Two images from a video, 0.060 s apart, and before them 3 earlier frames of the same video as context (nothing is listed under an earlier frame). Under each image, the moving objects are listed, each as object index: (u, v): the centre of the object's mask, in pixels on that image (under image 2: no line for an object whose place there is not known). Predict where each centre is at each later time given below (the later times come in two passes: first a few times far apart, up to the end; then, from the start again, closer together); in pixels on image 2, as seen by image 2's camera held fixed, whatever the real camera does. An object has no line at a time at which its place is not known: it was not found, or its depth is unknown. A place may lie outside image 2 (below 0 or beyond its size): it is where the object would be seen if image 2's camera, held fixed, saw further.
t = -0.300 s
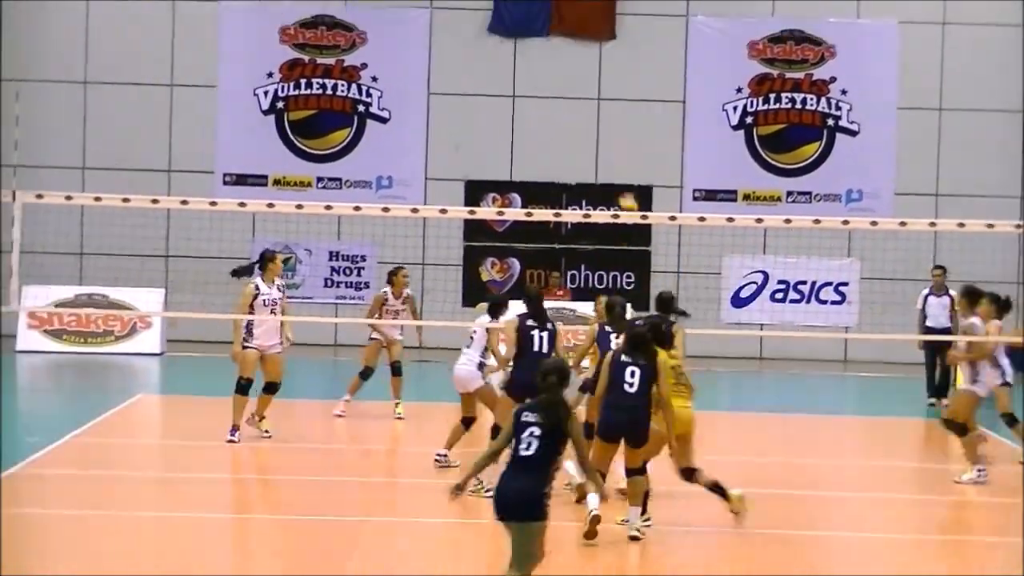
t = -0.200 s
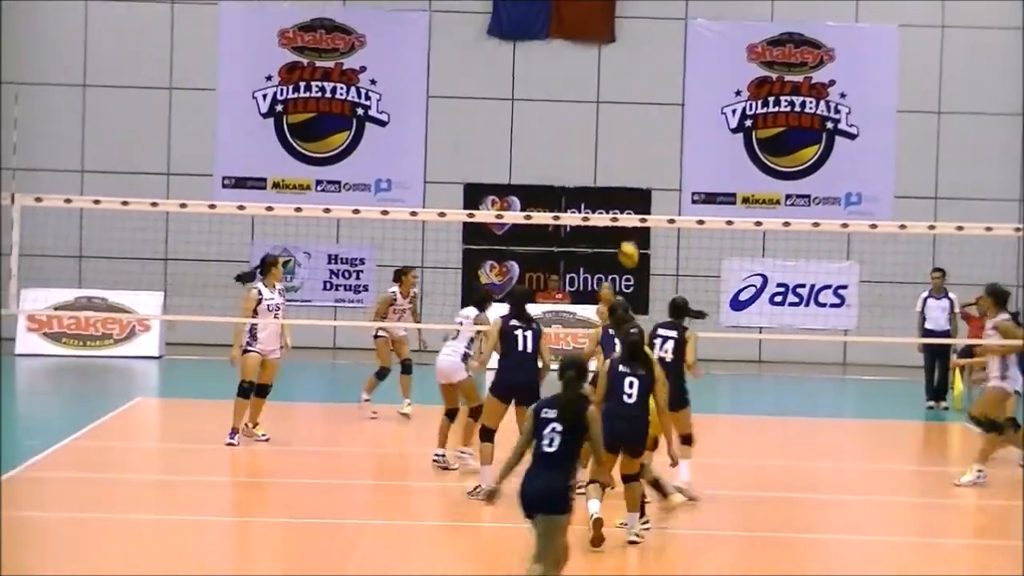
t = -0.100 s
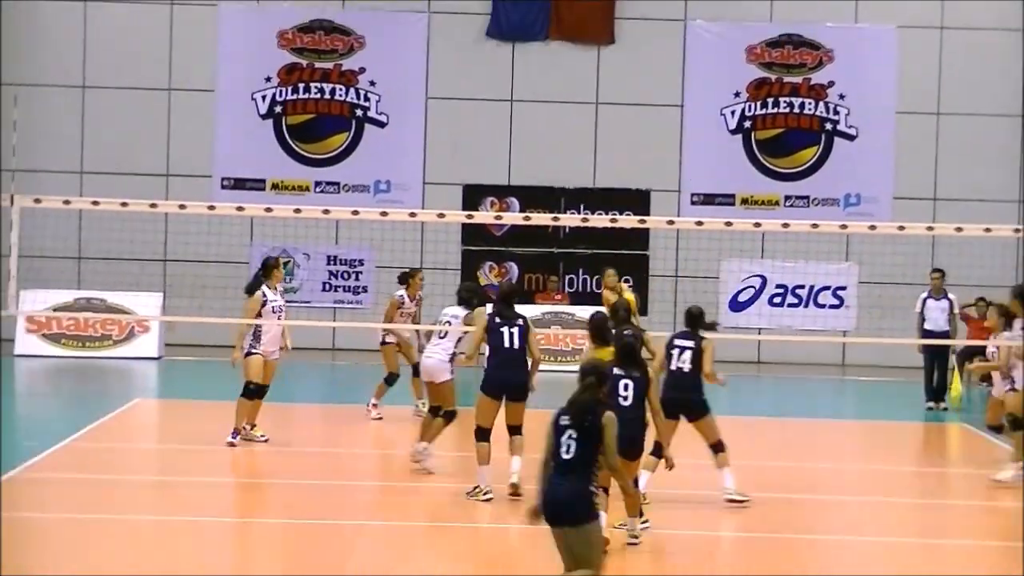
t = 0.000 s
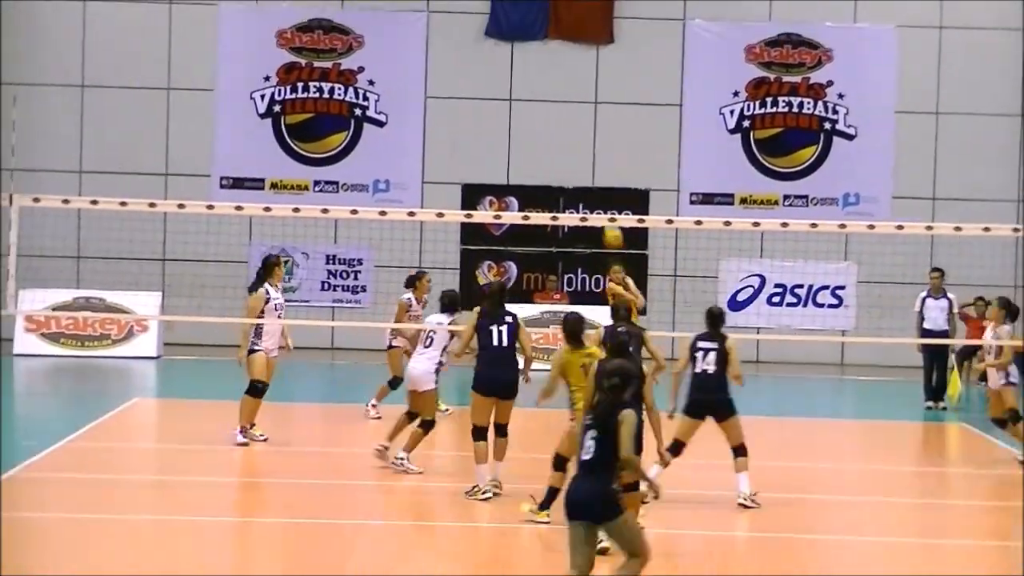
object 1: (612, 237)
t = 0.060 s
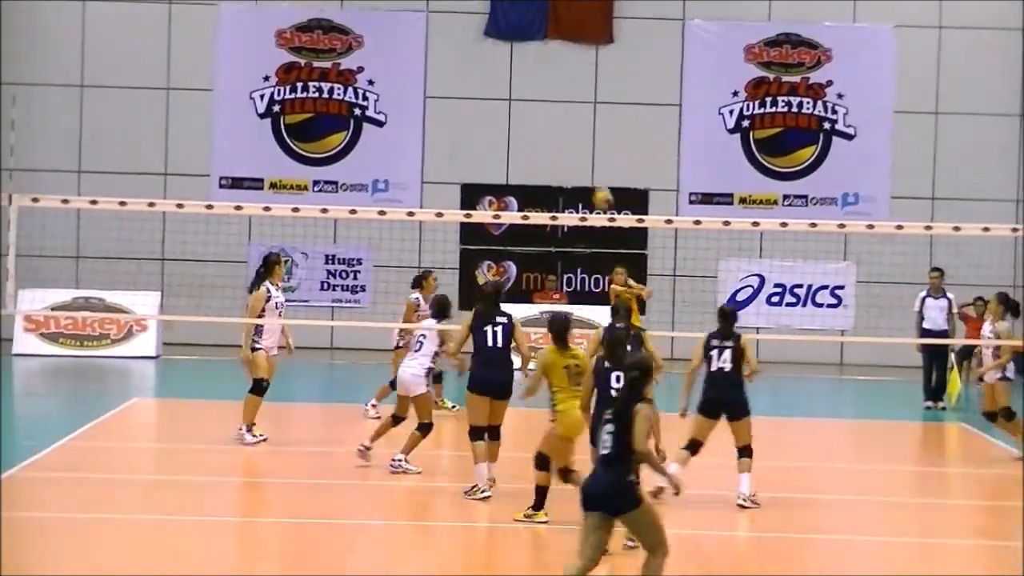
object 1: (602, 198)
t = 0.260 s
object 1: (571, 101)
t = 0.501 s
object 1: (532, 33)
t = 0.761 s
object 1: (486, 23)
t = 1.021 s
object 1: (437, 83)
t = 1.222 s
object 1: (395, 178)
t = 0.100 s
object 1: (598, 180)
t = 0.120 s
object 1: (594, 168)
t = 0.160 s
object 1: (587, 145)
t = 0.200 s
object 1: (581, 127)
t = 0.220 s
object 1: (578, 118)
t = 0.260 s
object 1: (571, 101)
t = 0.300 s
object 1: (565, 86)
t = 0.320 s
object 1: (562, 78)
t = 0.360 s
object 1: (555, 65)
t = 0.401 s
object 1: (549, 55)
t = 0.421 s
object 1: (546, 50)
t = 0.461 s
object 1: (539, 39)
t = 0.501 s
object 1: (532, 33)
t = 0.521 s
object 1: (529, 30)
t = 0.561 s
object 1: (522, 25)
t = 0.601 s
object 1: (514, 21)
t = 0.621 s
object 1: (510, 20)
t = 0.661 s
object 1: (504, 19)
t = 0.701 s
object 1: (497, 18)
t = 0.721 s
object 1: (493, 20)
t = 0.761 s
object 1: (486, 23)
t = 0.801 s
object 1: (478, 26)
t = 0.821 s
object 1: (475, 29)
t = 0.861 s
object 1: (467, 36)
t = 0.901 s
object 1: (459, 45)
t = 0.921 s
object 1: (455, 50)
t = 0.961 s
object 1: (448, 60)
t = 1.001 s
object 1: (440, 75)
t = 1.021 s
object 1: (437, 83)
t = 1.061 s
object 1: (428, 98)
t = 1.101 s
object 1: (419, 114)
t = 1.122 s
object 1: (415, 123)
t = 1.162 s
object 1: (407, 144)
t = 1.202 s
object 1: (399, 165)
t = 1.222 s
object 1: (395, 178)
